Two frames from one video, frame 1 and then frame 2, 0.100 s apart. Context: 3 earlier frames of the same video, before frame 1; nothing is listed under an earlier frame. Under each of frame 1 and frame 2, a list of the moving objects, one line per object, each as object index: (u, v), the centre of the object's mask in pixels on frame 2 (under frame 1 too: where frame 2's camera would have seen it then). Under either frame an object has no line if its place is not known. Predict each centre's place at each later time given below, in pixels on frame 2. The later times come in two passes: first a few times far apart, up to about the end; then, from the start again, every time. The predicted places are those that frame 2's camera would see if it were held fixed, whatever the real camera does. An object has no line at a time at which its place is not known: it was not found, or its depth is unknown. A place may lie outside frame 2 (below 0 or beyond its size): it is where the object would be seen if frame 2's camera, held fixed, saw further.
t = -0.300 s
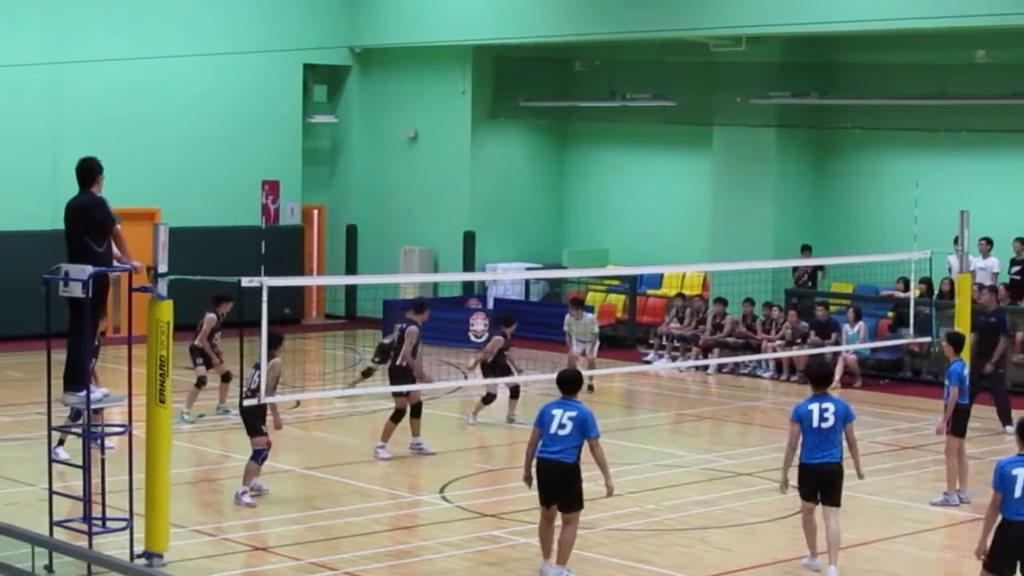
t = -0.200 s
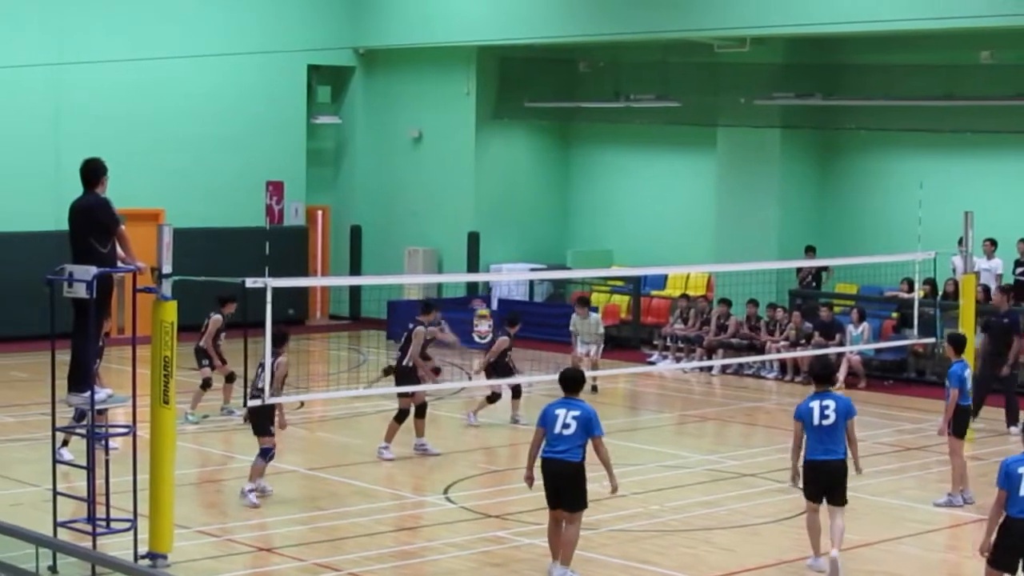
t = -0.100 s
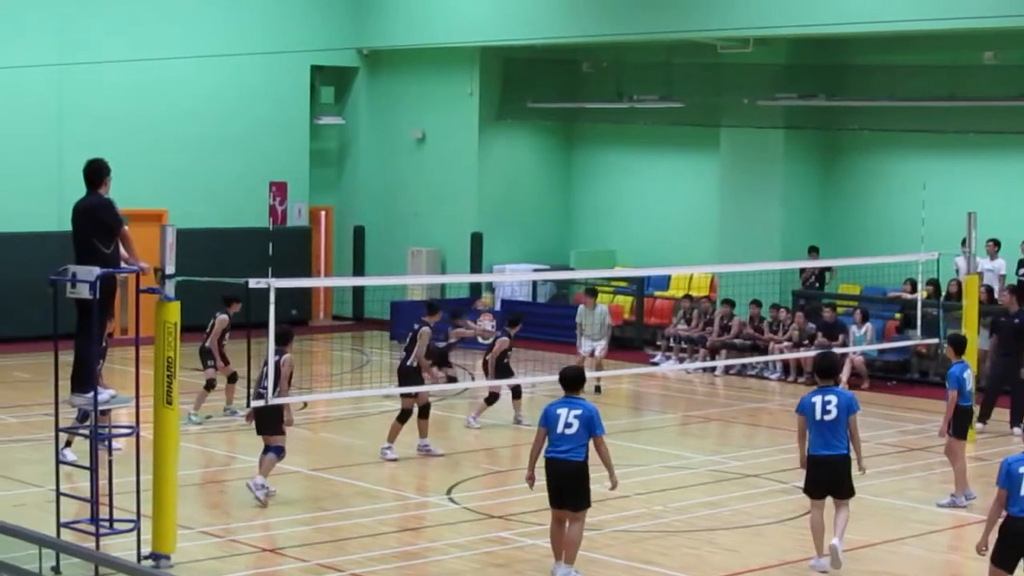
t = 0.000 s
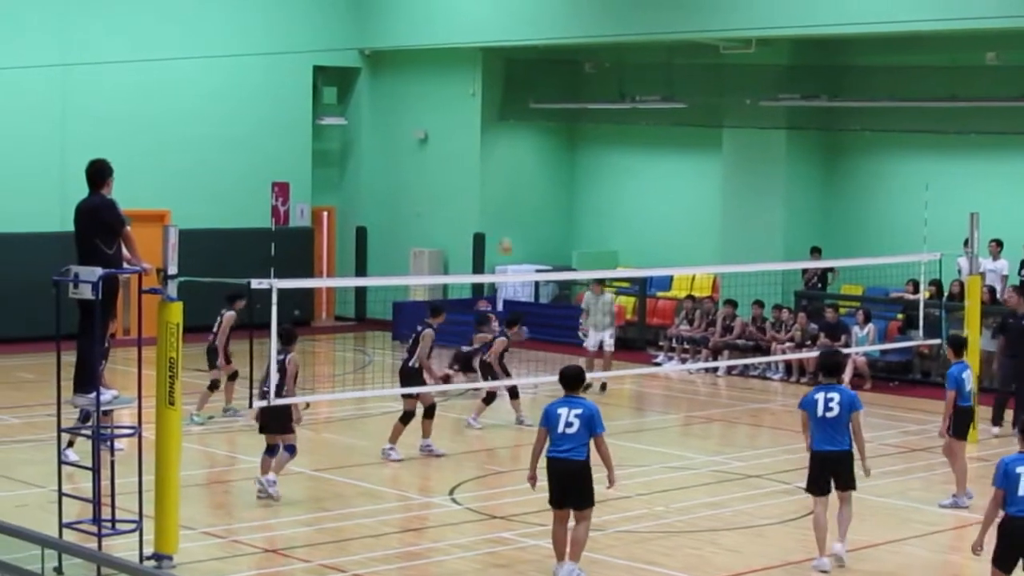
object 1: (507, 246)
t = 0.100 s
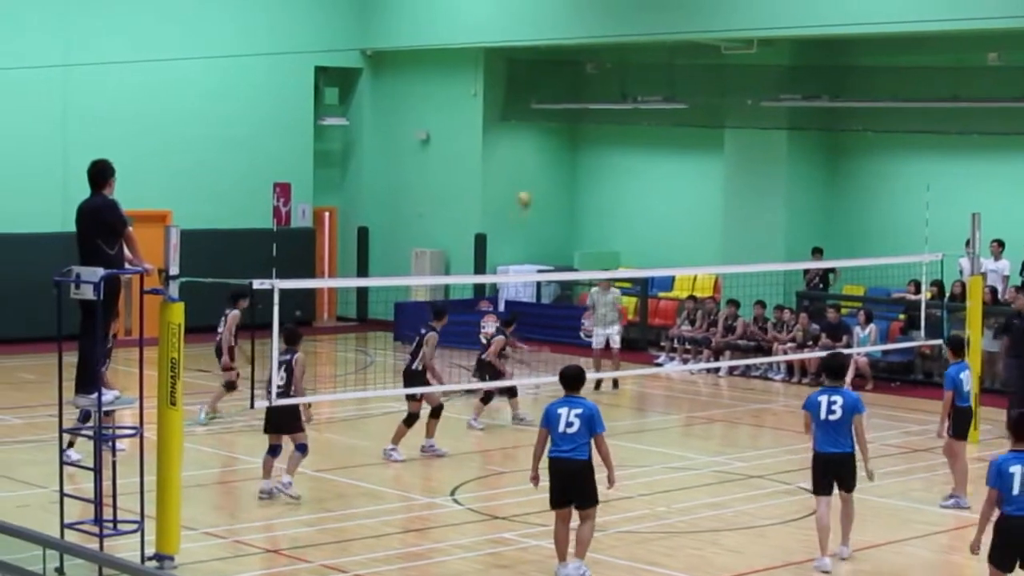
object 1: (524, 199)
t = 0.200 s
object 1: (541, 158)
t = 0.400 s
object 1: (568, 100)
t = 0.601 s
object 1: (595, 70)
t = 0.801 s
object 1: (619, 69)
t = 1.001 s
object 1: (646, 97)
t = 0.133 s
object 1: (529, 185)
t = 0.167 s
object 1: (534, 172)
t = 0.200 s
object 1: (541, 158)
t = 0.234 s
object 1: (545, 148)
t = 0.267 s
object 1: (549, 136)
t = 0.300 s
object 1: (553, 126)
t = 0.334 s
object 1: (557, 118)
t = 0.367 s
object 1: (564, 109)
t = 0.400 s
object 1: (568, 100)
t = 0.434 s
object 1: (573, 94)
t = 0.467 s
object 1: (577, 87)
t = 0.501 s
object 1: (581, 81)
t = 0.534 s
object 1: (586, 77)
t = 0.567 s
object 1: (591, 73)
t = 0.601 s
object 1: (595, 70)
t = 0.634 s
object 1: (600, 68)
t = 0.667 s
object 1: (604, 66)
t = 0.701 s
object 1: (608, 66)
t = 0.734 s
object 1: (612, 66)
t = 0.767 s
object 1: (618, 67)
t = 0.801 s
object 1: (619, 69)
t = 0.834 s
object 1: (627, 72)
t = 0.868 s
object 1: (630, 75)
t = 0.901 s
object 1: (634, 80)
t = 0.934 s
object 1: (639, 85)
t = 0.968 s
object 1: (643, 91)
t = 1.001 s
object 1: (646, 97)
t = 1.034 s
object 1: (652, 106)
